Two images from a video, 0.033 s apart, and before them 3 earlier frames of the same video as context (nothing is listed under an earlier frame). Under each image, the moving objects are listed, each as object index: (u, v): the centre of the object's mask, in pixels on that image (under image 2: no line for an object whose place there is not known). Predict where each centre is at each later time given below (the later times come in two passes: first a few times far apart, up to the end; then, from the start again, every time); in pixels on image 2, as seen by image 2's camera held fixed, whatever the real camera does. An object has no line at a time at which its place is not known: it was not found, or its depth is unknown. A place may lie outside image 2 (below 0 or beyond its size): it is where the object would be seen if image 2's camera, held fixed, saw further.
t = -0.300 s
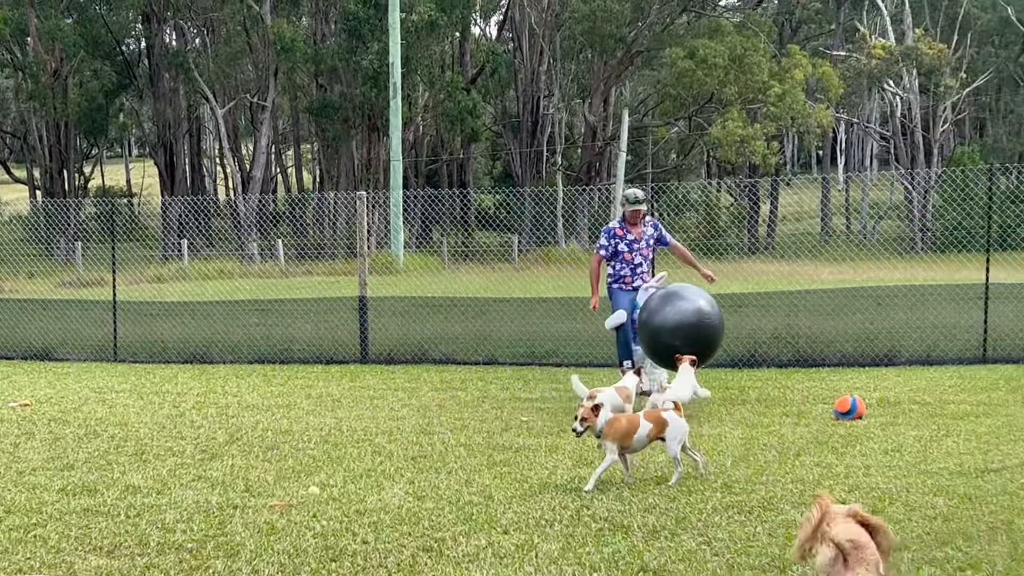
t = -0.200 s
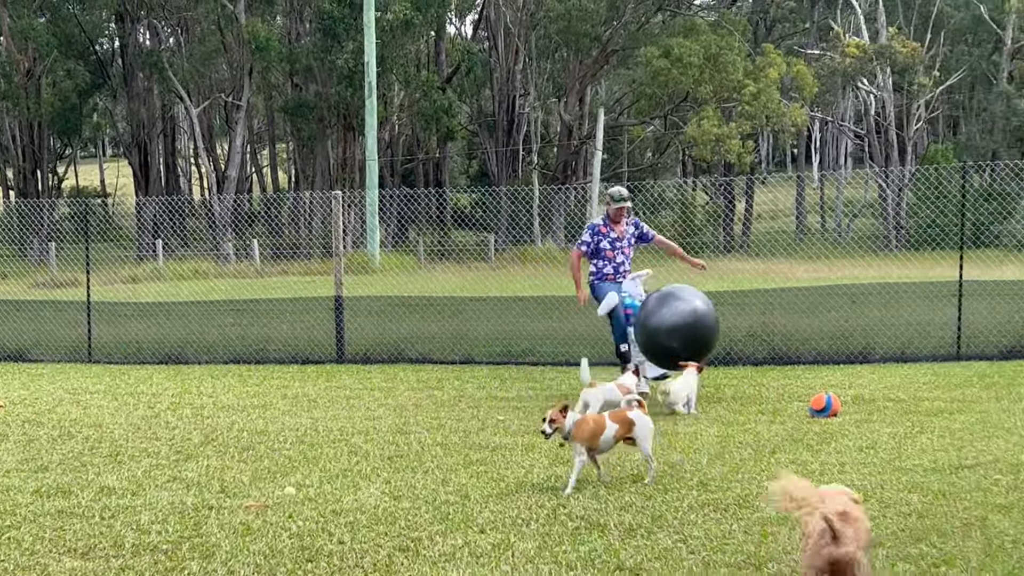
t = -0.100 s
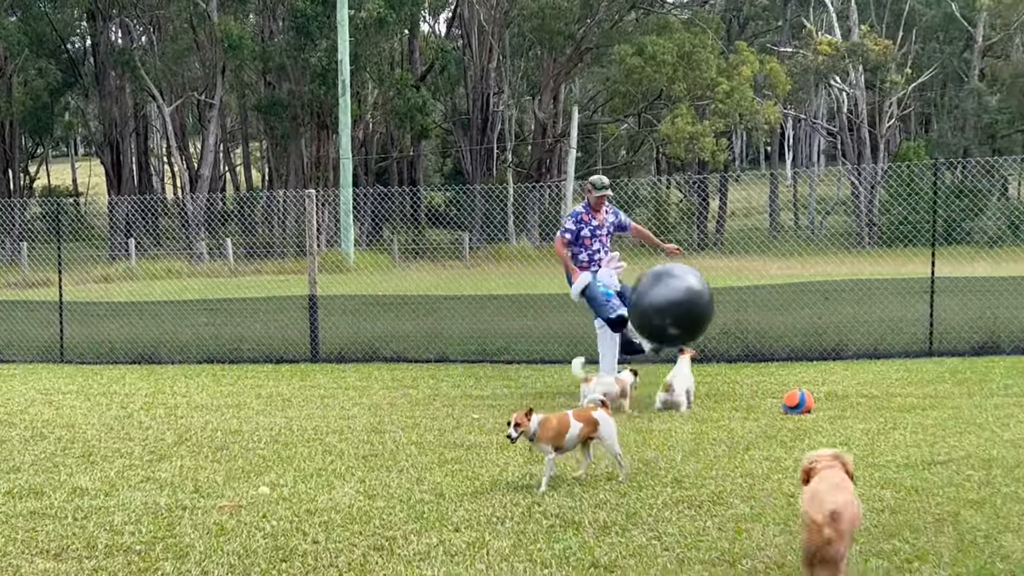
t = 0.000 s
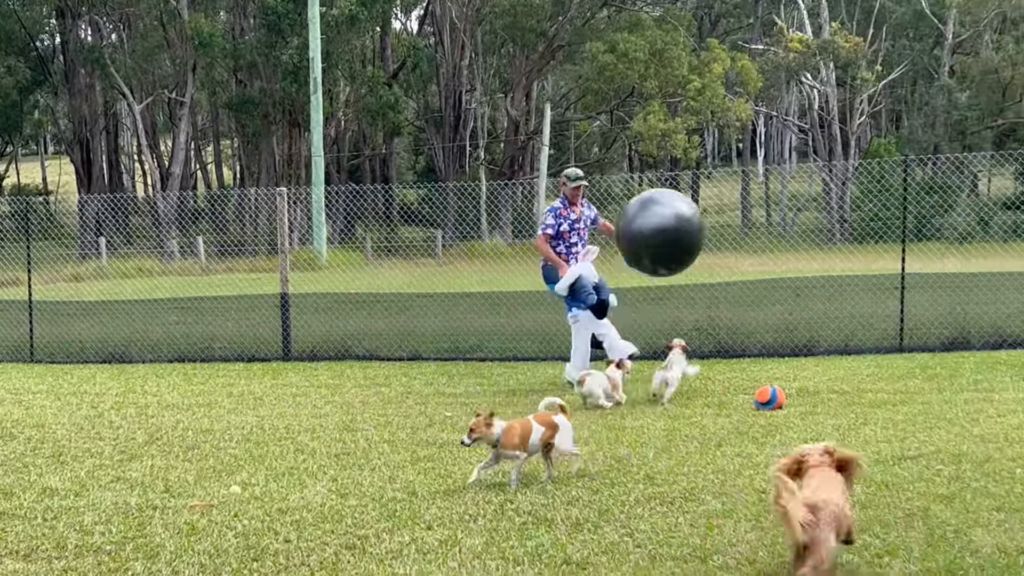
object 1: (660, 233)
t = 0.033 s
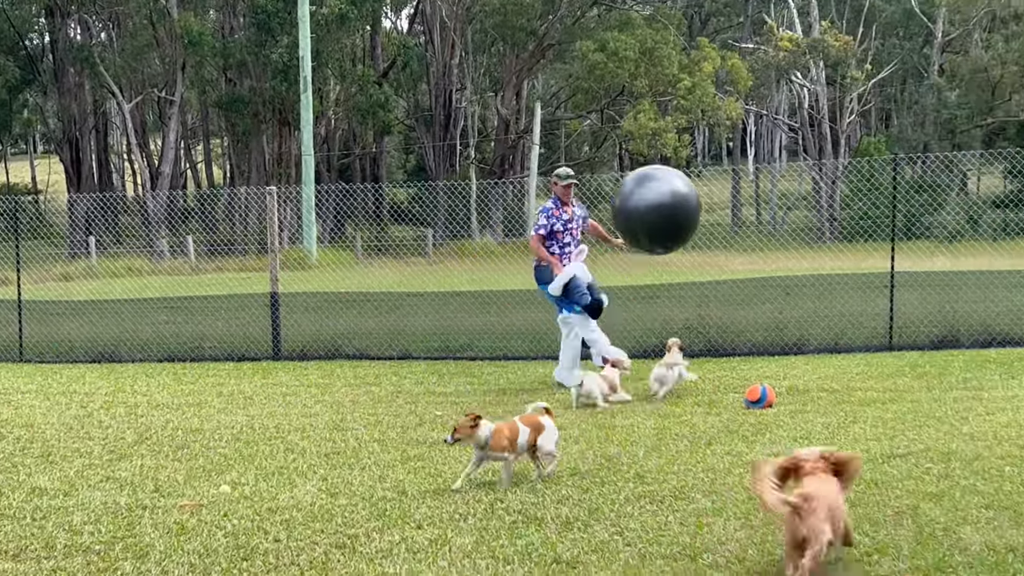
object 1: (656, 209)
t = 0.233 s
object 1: (694, 103)
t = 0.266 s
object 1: (701, 89)
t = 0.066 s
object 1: (662, 188)
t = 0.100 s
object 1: (668, 169)
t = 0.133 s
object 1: (674, 151)
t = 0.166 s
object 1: (679, 134)
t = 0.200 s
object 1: (687, 117)
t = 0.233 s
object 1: (694, 103)
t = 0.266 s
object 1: (701, 89)
